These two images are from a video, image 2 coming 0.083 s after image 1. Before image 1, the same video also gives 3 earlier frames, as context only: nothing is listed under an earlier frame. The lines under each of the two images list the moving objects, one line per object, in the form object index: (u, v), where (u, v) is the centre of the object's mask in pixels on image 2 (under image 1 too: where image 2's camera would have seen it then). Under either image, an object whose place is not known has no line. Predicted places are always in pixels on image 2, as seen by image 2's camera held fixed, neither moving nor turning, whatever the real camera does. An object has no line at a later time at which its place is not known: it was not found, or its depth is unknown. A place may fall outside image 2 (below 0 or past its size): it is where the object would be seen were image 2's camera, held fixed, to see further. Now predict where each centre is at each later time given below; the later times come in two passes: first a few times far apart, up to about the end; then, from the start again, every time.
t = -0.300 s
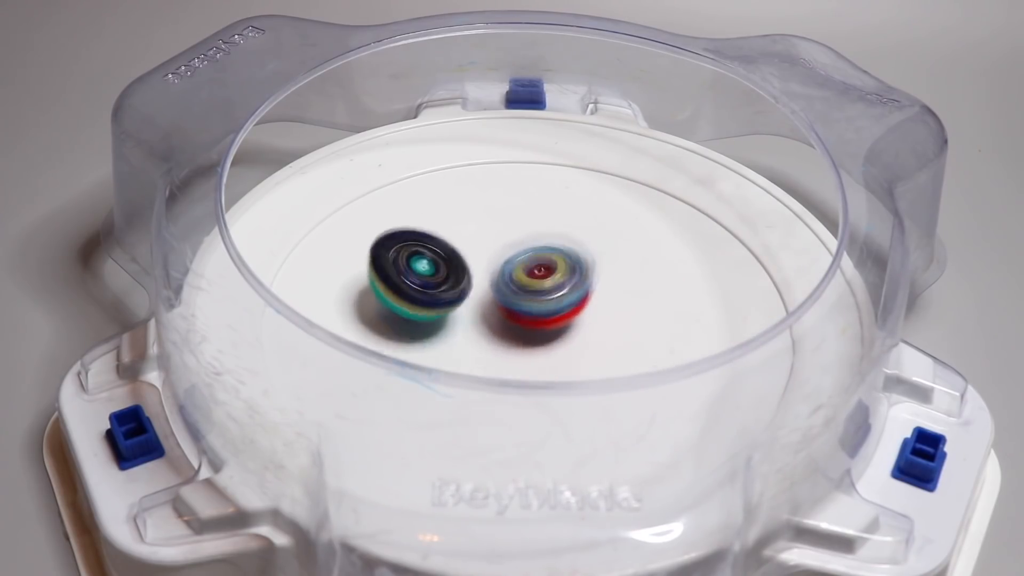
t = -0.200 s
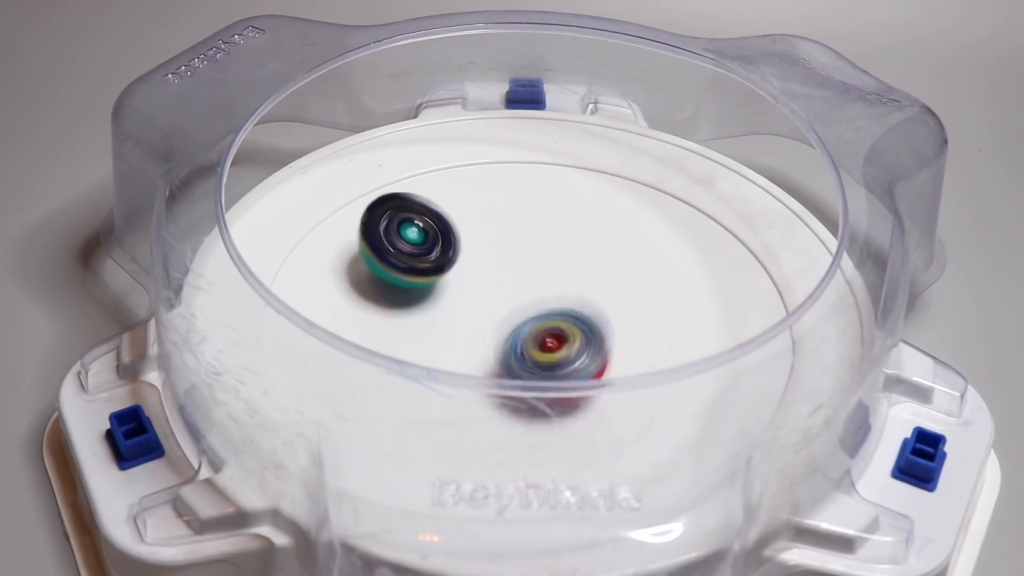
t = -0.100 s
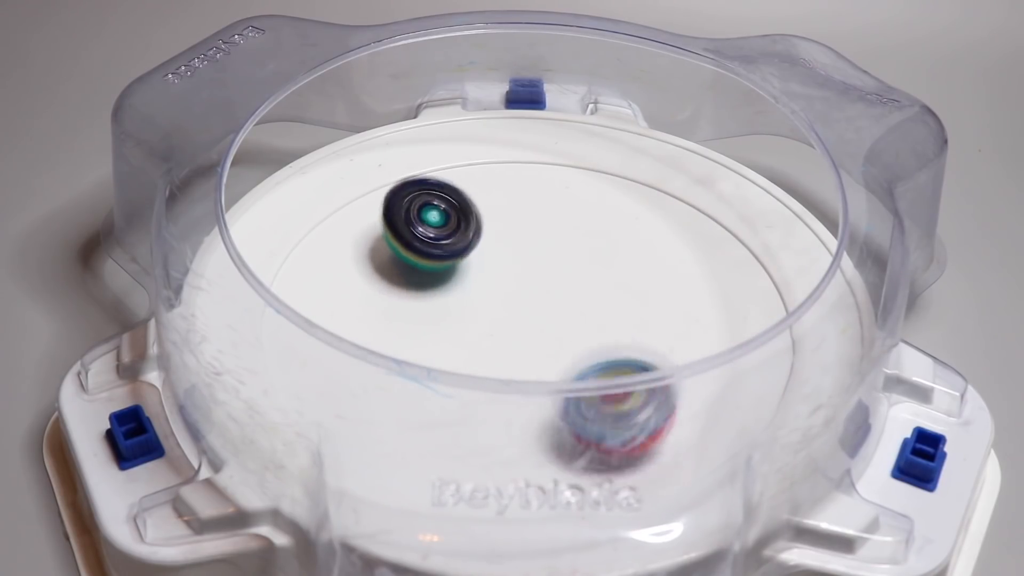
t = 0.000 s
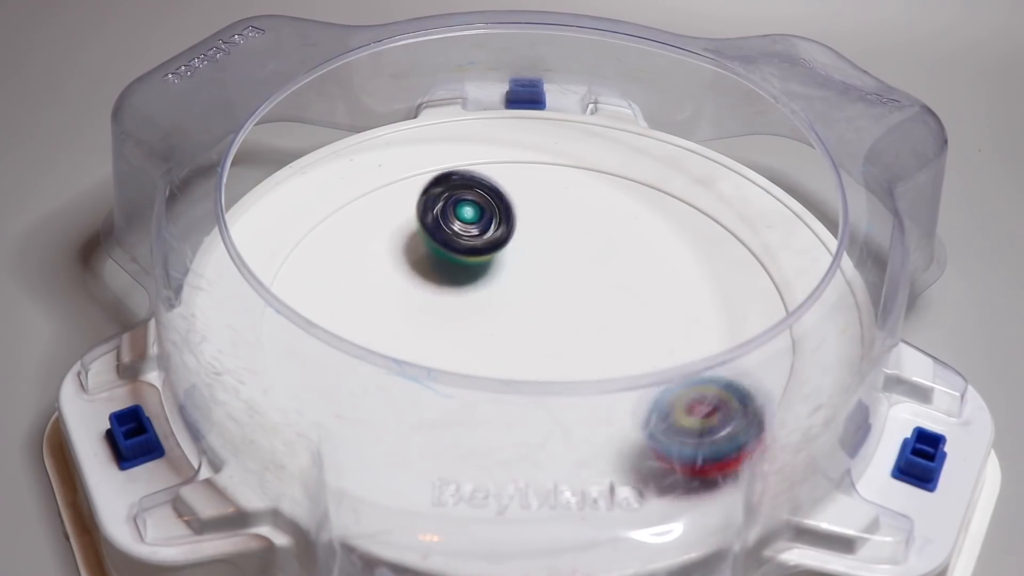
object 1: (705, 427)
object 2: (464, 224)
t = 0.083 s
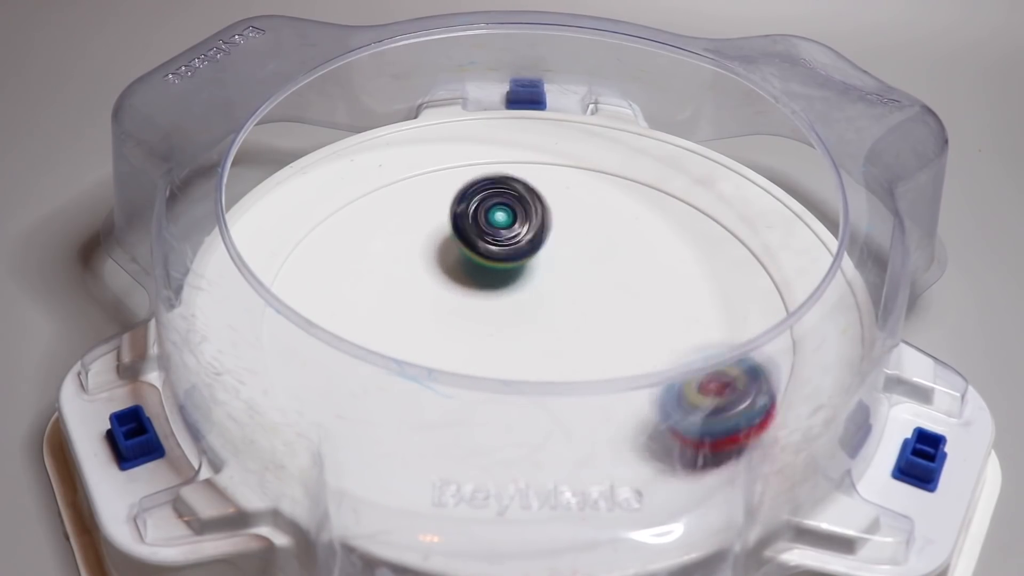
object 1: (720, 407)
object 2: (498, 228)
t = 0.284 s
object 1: (652, 341)
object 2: (569, 255)
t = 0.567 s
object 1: (479, 401)
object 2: (616, 314)
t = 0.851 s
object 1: (455, 423)
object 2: (639, 329)
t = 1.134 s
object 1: (322, 389)
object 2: (585, 291)
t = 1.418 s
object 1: (389, 310)
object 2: (508, 251)
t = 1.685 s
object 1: (321, 238)
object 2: (751, 186)
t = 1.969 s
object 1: (496, 266)
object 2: (861, 229)
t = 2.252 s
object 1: (655, 259)
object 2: (869, 265)
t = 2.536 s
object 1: (745, 299)
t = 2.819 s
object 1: (662, 369)
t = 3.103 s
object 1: (491, 377)
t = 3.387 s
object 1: (376, 314)
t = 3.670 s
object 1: (371, 245)
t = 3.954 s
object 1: (484, 237)
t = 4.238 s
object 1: (607, 261)
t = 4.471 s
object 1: (681, 305)
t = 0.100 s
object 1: (718, 404)
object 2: (505, 229)
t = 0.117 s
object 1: (717, 400)
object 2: (511, 231)
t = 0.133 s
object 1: (712, 387)
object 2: (518, 232)
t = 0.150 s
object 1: (707, 381)
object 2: (523, 234)
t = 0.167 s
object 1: (705, 375)
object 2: (530, 237)
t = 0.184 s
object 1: (696, 361)
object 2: (536, 238)
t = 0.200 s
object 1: (692, 362)
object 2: (542, 241)
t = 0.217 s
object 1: (684, 356)
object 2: (547, 243)
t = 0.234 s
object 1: (677, 351)
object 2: (553, 246)
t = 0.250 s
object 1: (668, 341)
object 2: (558, 249)
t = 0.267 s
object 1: (659, 341)
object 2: (564, 252)
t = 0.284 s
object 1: (652, 341)
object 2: (569, 255)
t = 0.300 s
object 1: (641, 341)
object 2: (573, 258)
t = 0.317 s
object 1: (631, 341)
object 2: (578, 261)
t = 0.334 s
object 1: (620, 343)
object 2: (582, 264)
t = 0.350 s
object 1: (607, 344)
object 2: (586, 264)
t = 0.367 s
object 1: (596, 345)
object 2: (589, 266)
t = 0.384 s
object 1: (583, 347)
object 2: (596, 267)
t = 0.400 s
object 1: (572, 348)
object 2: (599, 271)
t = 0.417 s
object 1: (560, 350)
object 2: (603, 276)
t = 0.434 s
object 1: (552, 350)
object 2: (606, 279)
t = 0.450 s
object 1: (542, 352)
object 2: (609, 285)
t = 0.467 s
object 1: (529, 354)
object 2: (609, 292)
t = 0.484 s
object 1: (518, 367)
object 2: (611, 298)
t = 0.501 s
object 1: (507, 374)
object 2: (611, 302)
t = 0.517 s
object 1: (499, 379)
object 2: (614, 304)
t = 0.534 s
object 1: (494, 379)
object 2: (615, 307)
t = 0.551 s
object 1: (485, 394)
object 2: (615, 311)
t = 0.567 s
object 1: (479, 401)
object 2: (616, 314)
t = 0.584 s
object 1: (476, 406)
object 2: (615, 318)
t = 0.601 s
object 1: (470, 424)
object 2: (615, 323)
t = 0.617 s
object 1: (472, 421)
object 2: (613, 327)
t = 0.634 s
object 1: (473, 426)
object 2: (614, 328)
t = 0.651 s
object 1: (478, 427)
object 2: (612, 331)
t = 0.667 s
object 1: (482, 427)
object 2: (611, 334)
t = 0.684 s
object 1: (490, 429)
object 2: (609, 336)
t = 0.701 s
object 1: (497, 430)
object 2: (607, 338)
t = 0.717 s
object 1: (505, 431)
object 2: (604, 341)
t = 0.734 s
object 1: (513, 430)
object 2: (602, 343)
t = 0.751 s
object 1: (521, 427)
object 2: (599, 345)
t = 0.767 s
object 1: (519, 426)
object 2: (599, 345)
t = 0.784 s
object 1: (507, 426)
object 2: (607, 343)
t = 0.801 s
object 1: (491, 426)
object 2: (617, 340)
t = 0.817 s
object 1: (480, 426)
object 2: (625, 337)
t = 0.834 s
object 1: (467, 424)
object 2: (633, 334)
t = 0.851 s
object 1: (455, 423)
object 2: (639, 329)
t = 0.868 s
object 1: (444, 423)
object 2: (644, 325)
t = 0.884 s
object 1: (431, 420)
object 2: (648, 322)
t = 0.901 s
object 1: (420, 420)
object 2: (648, 320)
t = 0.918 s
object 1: (409, 418)
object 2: (649, 318)
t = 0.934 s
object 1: (399, 416)
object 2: (648, 310)
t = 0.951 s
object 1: (389, 415)
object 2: (647, 308)
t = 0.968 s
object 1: (380, 413)
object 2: (644, 305)
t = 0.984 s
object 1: (371, 412)
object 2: (640, 304)
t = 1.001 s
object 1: (364, 410)
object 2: (635, 302)
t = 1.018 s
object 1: (355, 407)
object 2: (629, 301)
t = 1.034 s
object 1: (350, 404)
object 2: (623, 300)
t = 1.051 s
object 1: (343, 402)
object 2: (617, 299)
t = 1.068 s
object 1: (339, 399)
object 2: (610, 297)
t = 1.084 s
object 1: (333, 396)
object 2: (604, 296)
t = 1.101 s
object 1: (328, 396)
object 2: (597, 294)
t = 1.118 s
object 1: (325, 391)
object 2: (592, 293)
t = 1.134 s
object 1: (322, 389)
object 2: (585, 291)
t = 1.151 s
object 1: (319, 385)
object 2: (579, 289)
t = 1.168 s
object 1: (320, 383)
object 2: (573, 288)
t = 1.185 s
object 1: (317, 381)
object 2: (567, 286)
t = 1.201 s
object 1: (318, 379)
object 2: (562, 284)
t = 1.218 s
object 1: (319, 377)
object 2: (557, 282)
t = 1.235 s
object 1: (321, 376)
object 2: (551, 280)
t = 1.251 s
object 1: (325, 374)
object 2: (546, 278)
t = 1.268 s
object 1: (332, 364)
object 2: (542, 275)
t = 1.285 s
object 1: (338, 359)
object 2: (537, 272)
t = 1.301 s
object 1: (342, 356)
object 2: (533, 271)
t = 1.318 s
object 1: (354, 343)
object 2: (528, 268)
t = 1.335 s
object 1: (359, 341)
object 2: (525, 265)
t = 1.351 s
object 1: (365, 332)
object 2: (521, 262)
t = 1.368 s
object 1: (375, 321)
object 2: (518, 260)
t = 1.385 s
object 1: (379, 318)
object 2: (514, 256)
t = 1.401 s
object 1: (382, 314)
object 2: (511, 254)
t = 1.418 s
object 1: (389, 310)
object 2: (508, 251)
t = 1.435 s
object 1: (392, 303)
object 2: (506, 249)
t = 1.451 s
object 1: (397, 296)
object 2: (503, 244)
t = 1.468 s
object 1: (405, 289)
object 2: (500, 244)
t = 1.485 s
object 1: (407, 282)
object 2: (497, 243)
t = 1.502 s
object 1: (406, 274)
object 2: (500, 240)
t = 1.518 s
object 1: (387, 265)
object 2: (527, 237)
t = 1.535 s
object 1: (363, 258)
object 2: (554, 235)
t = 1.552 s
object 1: (342, 251)
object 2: (580, 233)
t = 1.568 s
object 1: (327, 244)
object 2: (604, 223)
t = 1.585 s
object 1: (313, 237)
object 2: (629, 219)
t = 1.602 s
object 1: (303, 230)
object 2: (653, 220)
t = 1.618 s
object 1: (301, 229)
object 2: (674, 215)
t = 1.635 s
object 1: (304, 228)
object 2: (695, 210)
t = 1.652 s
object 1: (309, 233)
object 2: (714, 206)
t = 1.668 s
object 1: (314, 234)
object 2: (732, 198)
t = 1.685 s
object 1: (321, 238)
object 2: (751, 186)
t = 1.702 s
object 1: (328, 240)
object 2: (766, 186)
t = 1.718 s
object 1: (336, 245)
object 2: (779, 190)
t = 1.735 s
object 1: (345, 247)
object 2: (792, 186)
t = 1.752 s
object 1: (355, 251)
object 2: (799, 194)
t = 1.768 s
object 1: (364, 253)
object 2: (815, 179)
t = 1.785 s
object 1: (376, 256)
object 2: (828, 178)
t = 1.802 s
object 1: (386, 259)
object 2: (840, 180)
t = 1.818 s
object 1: (397, 261)
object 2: (848, 185)
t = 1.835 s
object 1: (409, 263)
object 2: (853, 196)
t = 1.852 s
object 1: (421, 265)
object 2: (872, 202)
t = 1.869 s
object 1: (432, 265)
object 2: (888, 206)
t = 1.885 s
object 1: (443, 266)
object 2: (885, 211)
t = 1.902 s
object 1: (452, 267)
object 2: (871, 230)
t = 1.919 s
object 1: (463, 266)
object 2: (870, 240)
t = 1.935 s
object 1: (475, 267)
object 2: (871, 242)
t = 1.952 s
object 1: (485, 268)
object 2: (870, 233)
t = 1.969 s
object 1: (496, 266)
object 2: (861, 229)
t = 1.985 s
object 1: (508, 266)
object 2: (870, 227)
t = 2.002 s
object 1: (520, 266)
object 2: (871, 226)
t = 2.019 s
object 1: (529, 264)
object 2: (863, 230)
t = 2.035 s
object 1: (540, 264)
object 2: (870, 241)
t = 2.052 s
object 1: (549, 263)
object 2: (870, 242)
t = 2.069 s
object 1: (559, 261)
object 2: (870, 245)
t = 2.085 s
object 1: (568, 262)
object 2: (871, 246)
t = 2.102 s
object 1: (576, 261)
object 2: (871, 249)
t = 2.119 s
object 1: (585, 260)
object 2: (871, 252)
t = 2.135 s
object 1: (595, 260)
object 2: (871, 255)
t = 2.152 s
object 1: (604, 259)
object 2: (871, 256)
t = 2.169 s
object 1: (613, 258)
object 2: (871, 260)
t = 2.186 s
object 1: (622, 258)
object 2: (871, 266)
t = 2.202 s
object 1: (631, 259)
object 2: (871, 268)
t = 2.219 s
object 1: (639, 258)
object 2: (870, 267)
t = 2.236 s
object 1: (648, 260)
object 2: (869, 266)
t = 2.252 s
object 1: (655, 259)
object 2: (869, 265)
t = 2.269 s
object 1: (664, 260)
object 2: (877, 267)
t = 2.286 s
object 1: (671, 261)
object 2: (877, 265)
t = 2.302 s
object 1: (678, 263)
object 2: (879, 263)
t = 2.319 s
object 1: (686, 264)
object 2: (880, 264)
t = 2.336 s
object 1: (693, 266)
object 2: (883, 266)
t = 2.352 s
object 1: (699, 267)
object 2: (881, 264)
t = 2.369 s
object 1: (707, 270)
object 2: (872, 256)
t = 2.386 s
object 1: (714, 273)
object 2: (871, 255)
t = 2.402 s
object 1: (719, 274)
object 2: (871, 254)
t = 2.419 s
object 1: (725, 278)
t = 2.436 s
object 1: (730, 281)
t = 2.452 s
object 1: (733, 284)
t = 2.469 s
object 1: (738, 287)
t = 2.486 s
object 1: (741, 291)
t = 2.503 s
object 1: (743, 293)
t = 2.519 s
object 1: (745, 295)
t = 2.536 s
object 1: (745, 299)
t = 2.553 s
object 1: (745, 302)
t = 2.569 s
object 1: (745, 305)
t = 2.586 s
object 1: (743, 308)
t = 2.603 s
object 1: (741, 311)
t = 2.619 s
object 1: (744, 320)
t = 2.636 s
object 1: (741, 324)
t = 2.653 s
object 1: (737, 328)
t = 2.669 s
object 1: (734, 333)
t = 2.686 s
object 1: (727, 339)
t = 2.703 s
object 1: (721, 342)
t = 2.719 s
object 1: (714, 346)
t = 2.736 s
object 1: (706, 350)
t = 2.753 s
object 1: (698, 354)
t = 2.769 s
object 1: (690, 359)
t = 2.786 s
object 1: (680, 364)
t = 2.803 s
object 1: (670, 367)
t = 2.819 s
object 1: (662, 369)
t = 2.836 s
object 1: (652, 371)
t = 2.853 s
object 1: (640, 374)
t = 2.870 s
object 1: (634, 375)
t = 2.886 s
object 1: (623, 392)
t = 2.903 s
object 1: (614, 393)
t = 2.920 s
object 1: (605, 394)
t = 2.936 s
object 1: (596, 395)
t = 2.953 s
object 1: (583, 394)
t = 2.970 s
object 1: (574, 395)
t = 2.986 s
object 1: (562, 396)
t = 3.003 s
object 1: (553, 397)
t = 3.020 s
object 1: (541, 397)
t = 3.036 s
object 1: (531, 397)
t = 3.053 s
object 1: (518, 395)
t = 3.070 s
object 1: (512, 379)
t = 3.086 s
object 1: (501, 379)
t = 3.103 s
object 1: (491, 377)
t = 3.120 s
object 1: (483, 377)
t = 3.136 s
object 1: (475, 375)
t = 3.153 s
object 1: (466, 375)
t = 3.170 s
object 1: (458, 371)
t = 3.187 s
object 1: (450, 368)
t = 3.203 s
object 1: (441, 366)
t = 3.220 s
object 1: (434, 360)
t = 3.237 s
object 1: (427, 355)
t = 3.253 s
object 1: (419, 351)
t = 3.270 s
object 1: (415, 338)
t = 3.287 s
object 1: (409, 336)
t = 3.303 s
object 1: (403, 333)
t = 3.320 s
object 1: (394, 329)
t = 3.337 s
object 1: (390, 325)
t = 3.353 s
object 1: (385, 322)
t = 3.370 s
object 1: (380, 317)
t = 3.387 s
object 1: (376, 314)
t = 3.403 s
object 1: (371, 311)
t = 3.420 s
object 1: (367, 306)
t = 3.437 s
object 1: (364, 302)
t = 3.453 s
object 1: (362, 299)
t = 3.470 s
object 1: (359, 294)
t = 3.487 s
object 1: (358, 289)
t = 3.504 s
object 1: (357, 285)
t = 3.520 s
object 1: (356, 280)
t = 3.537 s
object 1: (356, 275)
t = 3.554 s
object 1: (356, 271)
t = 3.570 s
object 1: (356, 267)
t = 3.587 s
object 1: (356, 262)
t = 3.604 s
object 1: (359, 258)
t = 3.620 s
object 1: (361, 255)
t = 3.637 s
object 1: (364, 251)
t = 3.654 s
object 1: (367, 248)
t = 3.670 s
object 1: (371, 245)
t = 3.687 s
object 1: (375, 243)
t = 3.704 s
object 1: (380, 241)
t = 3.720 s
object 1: (385, 240)
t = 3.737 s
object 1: (390, 239)
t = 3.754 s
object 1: (395, 238)
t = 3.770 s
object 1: (402, 238)
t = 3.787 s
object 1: (407, 238)
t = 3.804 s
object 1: (413, 236)
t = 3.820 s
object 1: (421, 236)
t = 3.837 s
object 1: (429, 237)
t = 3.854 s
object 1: (436, 236)
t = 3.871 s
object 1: (445, 236)
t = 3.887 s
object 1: (454, 237)
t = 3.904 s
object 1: (462, 236)
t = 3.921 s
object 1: (469, 236)
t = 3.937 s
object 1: (477, 237)
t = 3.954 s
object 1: (484, 237)
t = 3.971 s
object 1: (491, 237)
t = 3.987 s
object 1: (499, 238)
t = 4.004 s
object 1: (507, 239)
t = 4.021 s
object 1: (513, 239)
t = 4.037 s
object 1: (521, 240)
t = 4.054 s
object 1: (530, 242)
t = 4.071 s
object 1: (537, 243)
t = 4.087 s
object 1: (545, 244)
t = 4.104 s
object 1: (554, 246)
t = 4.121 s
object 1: (561, 248)
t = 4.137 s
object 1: (569, 249)
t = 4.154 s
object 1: (576, 251)
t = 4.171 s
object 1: (583, 253)
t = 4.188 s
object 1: (589, 255)
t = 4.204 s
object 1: (596, 257)
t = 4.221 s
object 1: (602, 259)
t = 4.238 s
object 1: (607, 261)
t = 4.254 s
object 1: (615, 264)
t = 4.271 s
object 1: (622, 268)
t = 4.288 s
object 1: (628, 270)
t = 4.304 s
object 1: (634, 272)
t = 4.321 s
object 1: (641, 276)
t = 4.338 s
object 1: (647, 279)
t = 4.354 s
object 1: (652, 281)
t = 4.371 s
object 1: (657, 285)
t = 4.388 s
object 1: (661, 289)
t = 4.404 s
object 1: (664, 291)
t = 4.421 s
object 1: (669, 294)
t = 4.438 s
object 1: (673, 299)
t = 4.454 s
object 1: (677, 302)
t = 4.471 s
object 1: (681, 305)
